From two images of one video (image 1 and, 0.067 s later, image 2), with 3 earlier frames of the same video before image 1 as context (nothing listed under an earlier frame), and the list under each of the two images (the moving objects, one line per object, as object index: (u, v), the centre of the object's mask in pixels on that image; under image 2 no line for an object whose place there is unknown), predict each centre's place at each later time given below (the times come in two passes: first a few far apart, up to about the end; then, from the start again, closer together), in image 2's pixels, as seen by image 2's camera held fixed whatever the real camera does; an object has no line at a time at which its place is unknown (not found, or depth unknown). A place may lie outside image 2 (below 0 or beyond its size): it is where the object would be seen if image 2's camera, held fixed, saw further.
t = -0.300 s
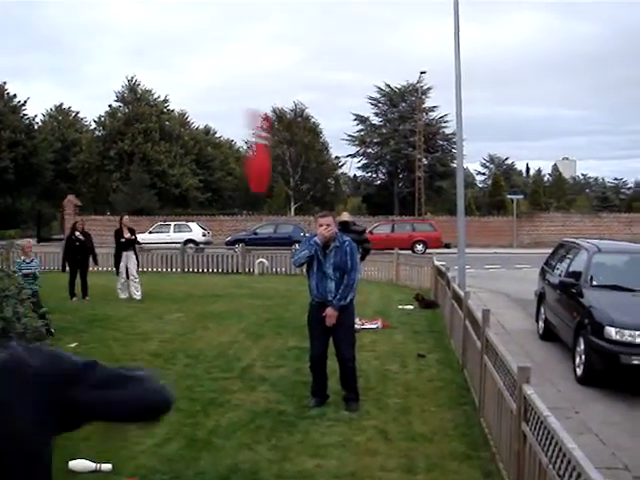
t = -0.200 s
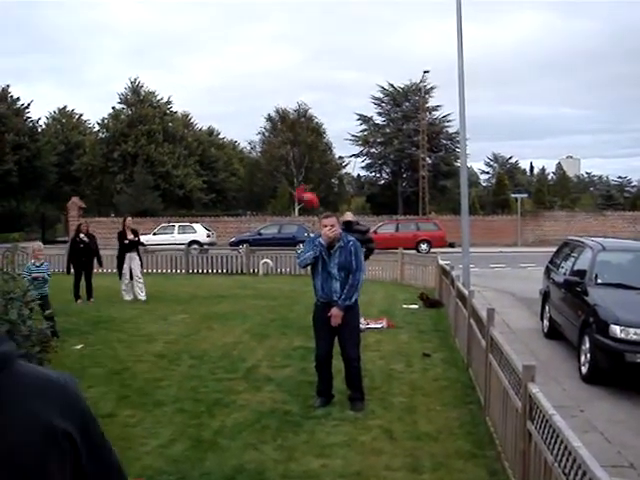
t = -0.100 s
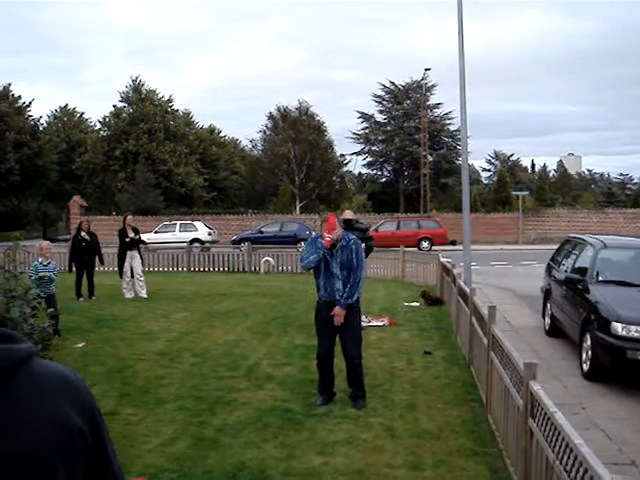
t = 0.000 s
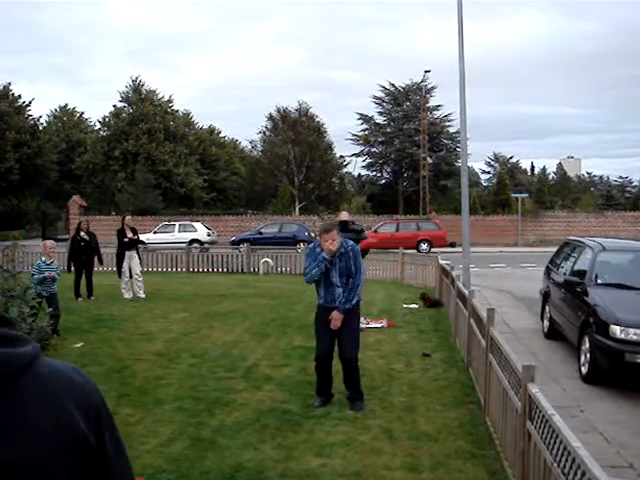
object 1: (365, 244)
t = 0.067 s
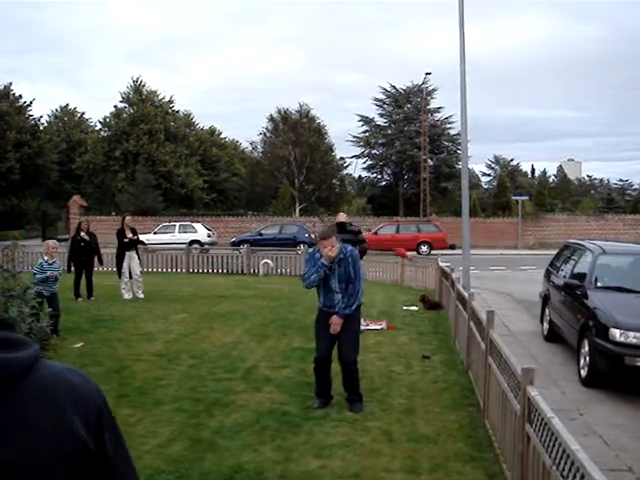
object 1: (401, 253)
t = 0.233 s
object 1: (490, 298)
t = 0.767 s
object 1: (615, 377)
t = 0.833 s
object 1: (625, 366)
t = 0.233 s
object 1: (490, 298)
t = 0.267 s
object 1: (495, 306)
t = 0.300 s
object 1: (505, 305)
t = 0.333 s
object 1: (510, 311)
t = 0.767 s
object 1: (615, 377)
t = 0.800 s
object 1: (623, 374)
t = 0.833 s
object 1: (625, 366)
